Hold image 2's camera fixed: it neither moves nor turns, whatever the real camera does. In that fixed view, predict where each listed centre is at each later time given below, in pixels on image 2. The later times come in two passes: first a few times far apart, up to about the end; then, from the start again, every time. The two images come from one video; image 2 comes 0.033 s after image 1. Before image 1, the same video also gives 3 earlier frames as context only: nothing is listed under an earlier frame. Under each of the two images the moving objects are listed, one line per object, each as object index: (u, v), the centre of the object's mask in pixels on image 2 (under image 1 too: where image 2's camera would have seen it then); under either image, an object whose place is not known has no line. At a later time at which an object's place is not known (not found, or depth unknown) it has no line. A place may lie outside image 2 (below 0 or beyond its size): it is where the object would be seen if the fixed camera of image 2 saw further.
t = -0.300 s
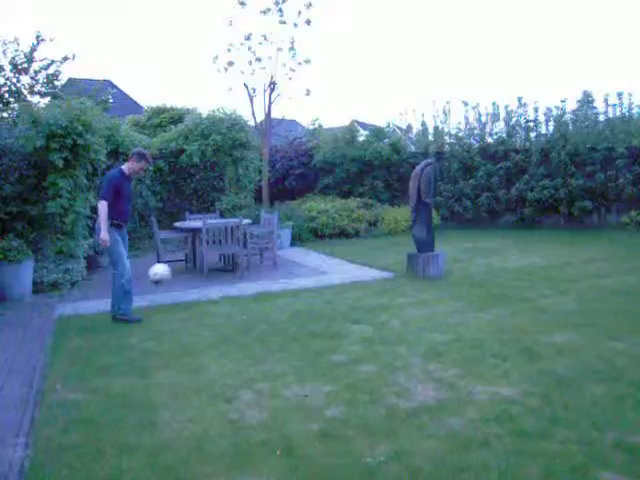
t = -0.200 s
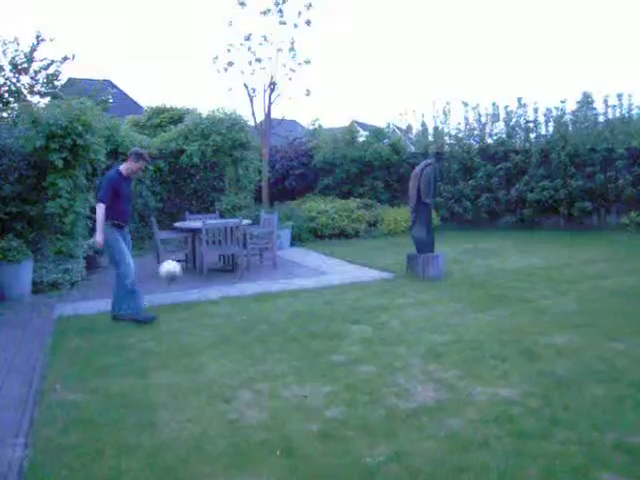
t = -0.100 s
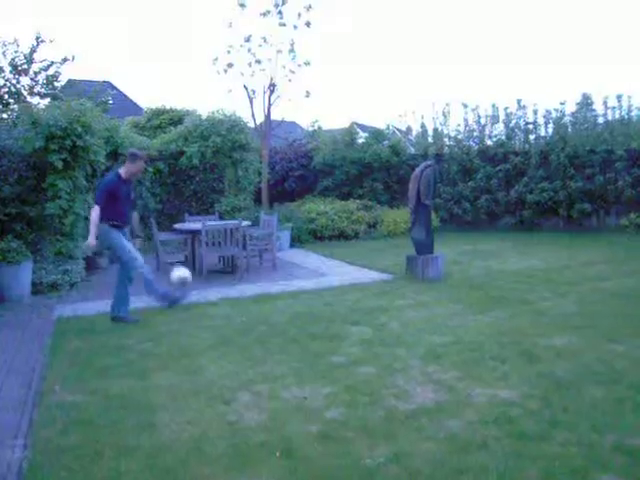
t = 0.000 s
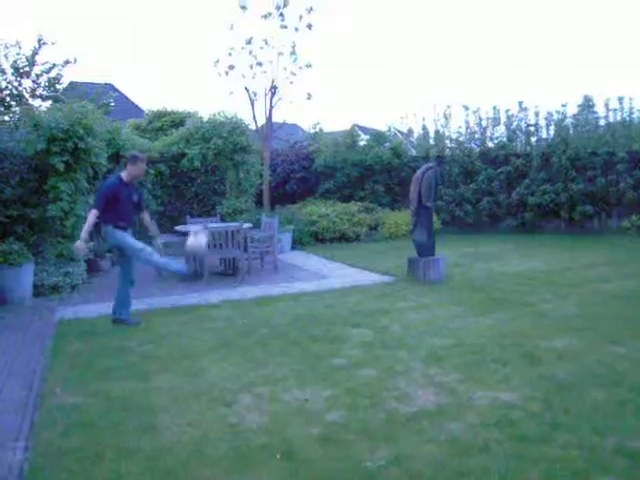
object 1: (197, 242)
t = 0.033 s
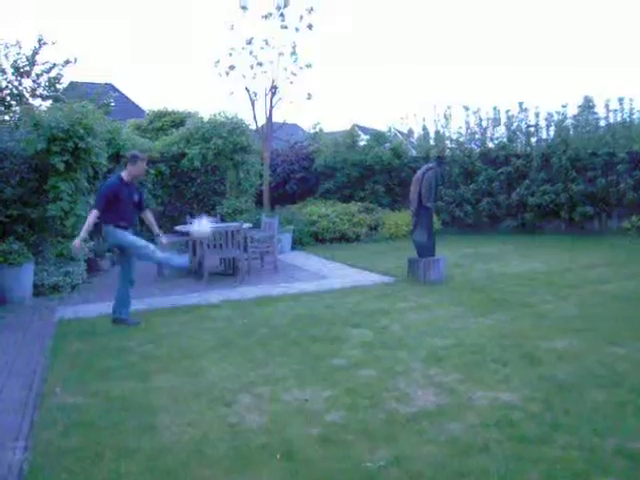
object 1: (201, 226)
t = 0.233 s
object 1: (229, 175)
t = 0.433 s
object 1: (255, 161)
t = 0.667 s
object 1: (283, 190)
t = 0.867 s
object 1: (304, 244)
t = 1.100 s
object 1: (323, 255)
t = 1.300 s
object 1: (334, 229)
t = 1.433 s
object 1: (342, 227)
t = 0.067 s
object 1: (207, 214)
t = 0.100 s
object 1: (211, 205)
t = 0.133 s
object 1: (215, 197)
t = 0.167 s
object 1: (220, 189)
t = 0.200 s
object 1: (224, 182)
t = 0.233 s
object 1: (229, 175)
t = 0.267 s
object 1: (234, 169)
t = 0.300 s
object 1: (238, 166)
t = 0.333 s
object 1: (242, 164)
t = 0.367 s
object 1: (246, 162)
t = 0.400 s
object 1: (251, 162)
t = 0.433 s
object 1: (255, 161)
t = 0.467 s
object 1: (258, 163)
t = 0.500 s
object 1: (263, 166)
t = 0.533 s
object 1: (267, 169)
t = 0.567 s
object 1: (271, 173)
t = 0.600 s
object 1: (275, 178)
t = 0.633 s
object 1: (279, 184)
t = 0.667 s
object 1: (283, 190)
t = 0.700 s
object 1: (286, 196)
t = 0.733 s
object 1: (290, 204)
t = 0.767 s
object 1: (293, 213)
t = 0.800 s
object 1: (297, 225)
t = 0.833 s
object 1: (300, 234)
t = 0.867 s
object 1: (304, 244)
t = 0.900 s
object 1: (308, 255)
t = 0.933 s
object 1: (312, 267)
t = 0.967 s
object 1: (315, 278)
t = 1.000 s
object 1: (316, 279)
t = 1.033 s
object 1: (320, 270)
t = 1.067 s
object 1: (321, 262)
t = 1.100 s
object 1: (323, 255)
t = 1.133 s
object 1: (325, 249)
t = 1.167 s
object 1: (326, 242)
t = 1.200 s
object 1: (328, 237)
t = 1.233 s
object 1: (330, 234)
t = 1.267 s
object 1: (332, 231)
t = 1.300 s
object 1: (334, 229)
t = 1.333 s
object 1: (335, 227)
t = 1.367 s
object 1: (338, 227)
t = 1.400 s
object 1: (340, 226)
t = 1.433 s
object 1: (342, 227)
